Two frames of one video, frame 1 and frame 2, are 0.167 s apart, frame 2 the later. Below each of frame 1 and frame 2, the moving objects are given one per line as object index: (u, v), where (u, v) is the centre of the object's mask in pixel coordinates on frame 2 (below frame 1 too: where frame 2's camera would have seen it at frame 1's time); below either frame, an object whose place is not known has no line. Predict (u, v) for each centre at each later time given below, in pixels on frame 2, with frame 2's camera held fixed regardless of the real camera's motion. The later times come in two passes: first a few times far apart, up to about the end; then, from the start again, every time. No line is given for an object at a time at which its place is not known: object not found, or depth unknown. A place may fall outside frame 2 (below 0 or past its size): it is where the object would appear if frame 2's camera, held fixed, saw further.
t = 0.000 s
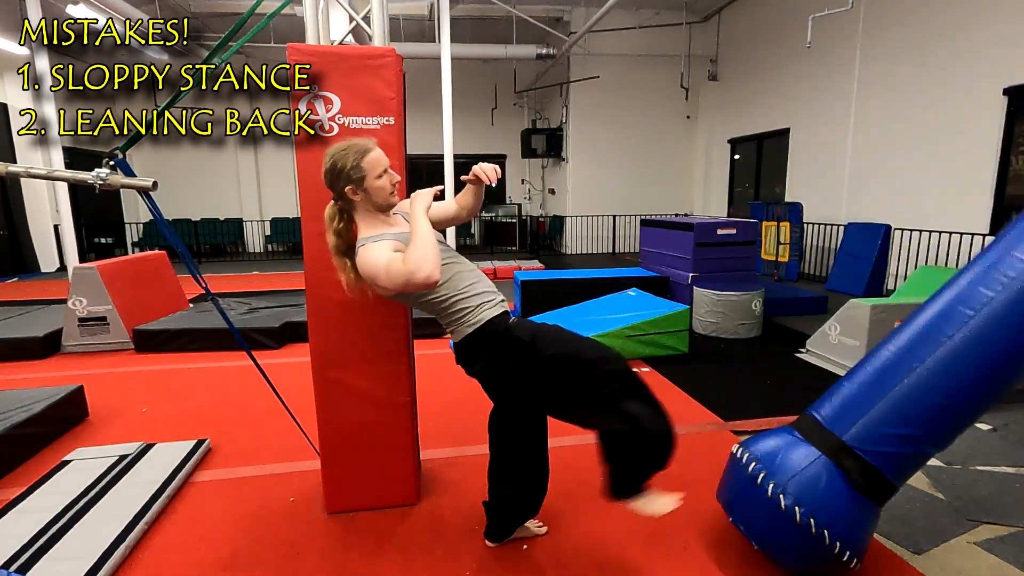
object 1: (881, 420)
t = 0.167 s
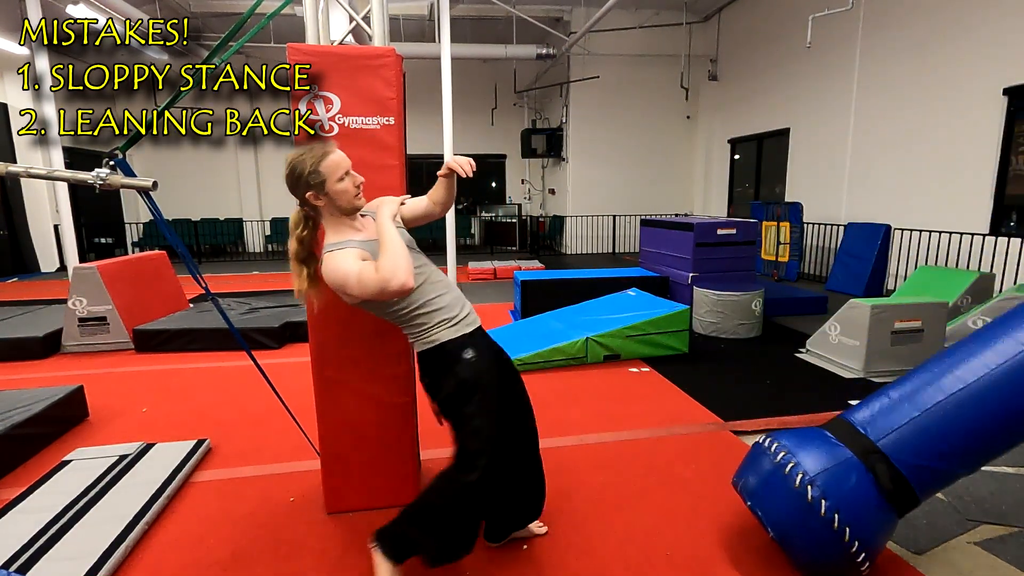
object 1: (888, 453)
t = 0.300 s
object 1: (891, 467)
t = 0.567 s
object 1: (892, 485)
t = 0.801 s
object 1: (893, 490)
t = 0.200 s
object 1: (888, 457)
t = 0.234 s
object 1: (889, 461)
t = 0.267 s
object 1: (890, 464)
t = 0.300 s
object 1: (891, 467)
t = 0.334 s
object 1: (891, 471)
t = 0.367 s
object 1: (891, 473)
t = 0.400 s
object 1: (891, 476)
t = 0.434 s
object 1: (891, 478)
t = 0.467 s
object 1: (891, 480)
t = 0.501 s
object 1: (891, 482)
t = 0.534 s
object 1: (892, 484)
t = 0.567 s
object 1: (892, 485)
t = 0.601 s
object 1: (892, 486)
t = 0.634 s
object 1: (892, 487)
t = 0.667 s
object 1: (892, 488)
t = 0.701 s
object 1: (893, 489)
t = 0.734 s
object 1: (893, 489)
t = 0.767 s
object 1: (893, 490)
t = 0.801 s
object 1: (893, 490)
